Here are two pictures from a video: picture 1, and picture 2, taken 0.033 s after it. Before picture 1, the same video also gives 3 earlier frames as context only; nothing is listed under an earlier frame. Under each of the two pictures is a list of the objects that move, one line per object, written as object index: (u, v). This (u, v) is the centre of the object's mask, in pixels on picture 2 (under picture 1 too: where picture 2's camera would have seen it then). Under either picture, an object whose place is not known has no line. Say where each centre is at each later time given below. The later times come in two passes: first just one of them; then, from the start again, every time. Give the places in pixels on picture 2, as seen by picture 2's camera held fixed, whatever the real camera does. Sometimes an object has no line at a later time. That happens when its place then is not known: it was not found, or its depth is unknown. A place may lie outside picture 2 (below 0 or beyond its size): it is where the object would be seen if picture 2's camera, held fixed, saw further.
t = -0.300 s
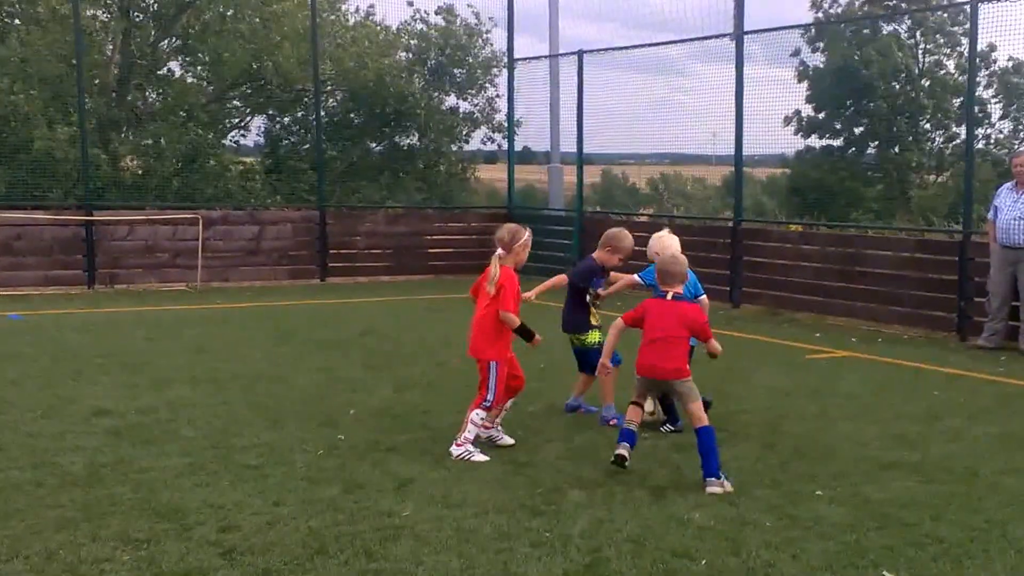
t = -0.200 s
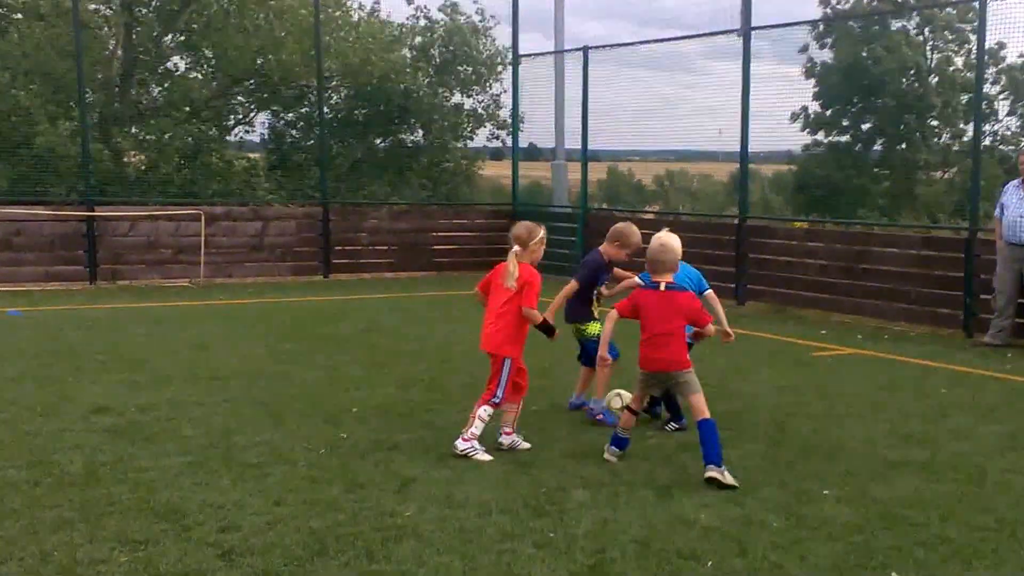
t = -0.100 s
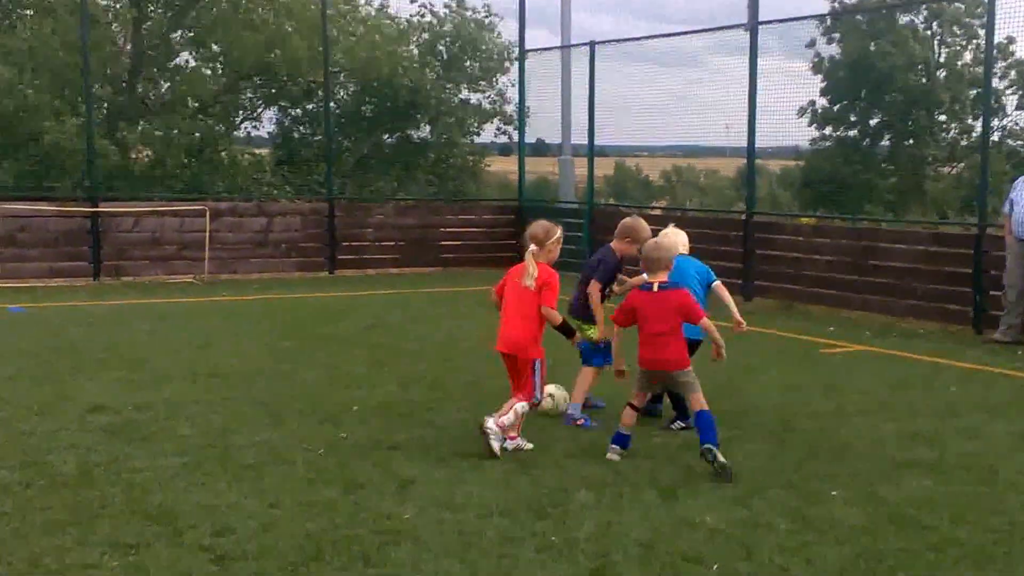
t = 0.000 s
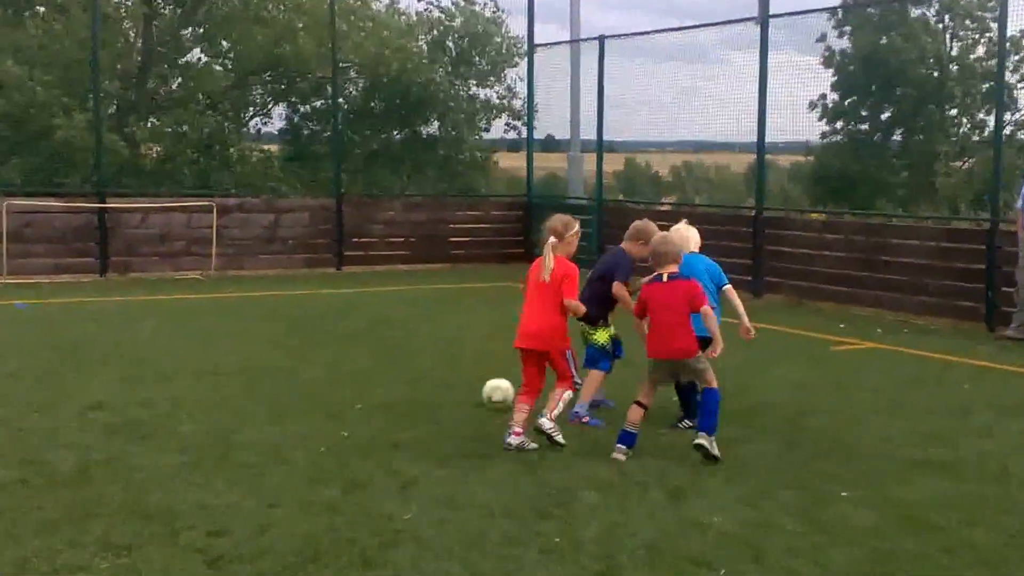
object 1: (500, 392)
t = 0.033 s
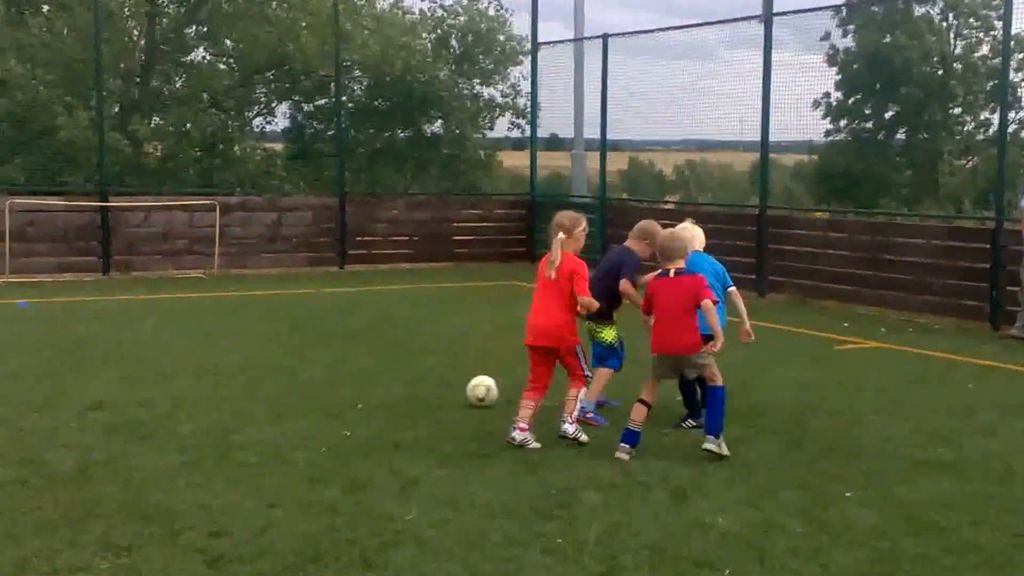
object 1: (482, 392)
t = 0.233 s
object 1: (386, 384)
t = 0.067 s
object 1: (466, 389)
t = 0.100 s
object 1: (449, 388)
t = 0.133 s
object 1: (433, 388)
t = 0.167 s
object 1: (418, 387)
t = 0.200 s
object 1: (402, 385)
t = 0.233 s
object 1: (386, 384)
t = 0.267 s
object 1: (371, 383)
